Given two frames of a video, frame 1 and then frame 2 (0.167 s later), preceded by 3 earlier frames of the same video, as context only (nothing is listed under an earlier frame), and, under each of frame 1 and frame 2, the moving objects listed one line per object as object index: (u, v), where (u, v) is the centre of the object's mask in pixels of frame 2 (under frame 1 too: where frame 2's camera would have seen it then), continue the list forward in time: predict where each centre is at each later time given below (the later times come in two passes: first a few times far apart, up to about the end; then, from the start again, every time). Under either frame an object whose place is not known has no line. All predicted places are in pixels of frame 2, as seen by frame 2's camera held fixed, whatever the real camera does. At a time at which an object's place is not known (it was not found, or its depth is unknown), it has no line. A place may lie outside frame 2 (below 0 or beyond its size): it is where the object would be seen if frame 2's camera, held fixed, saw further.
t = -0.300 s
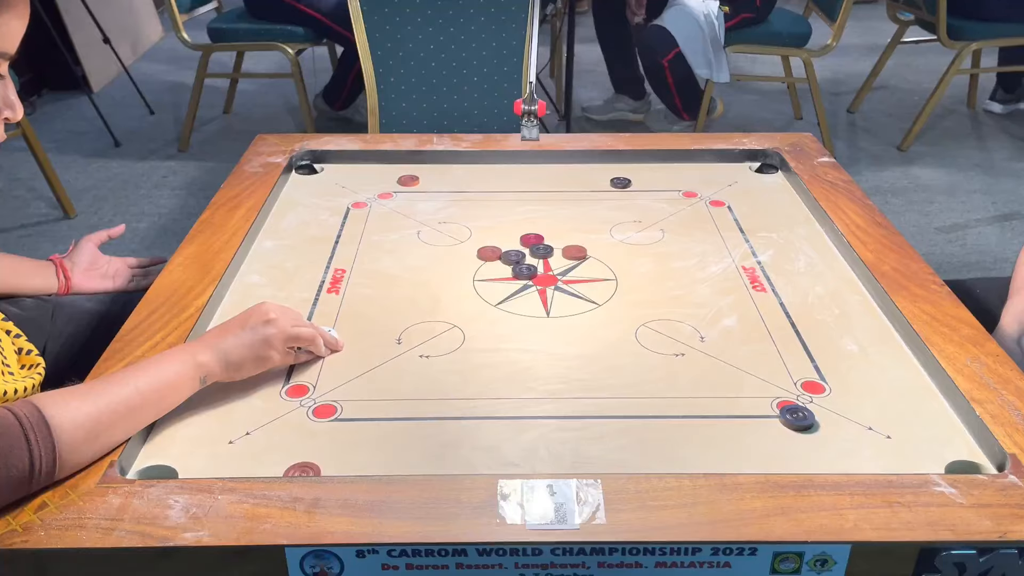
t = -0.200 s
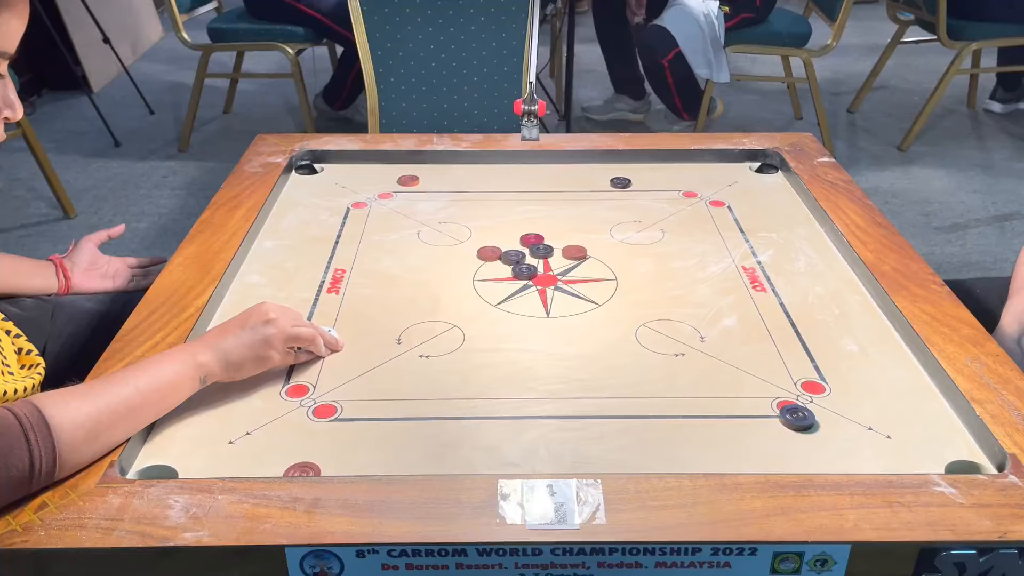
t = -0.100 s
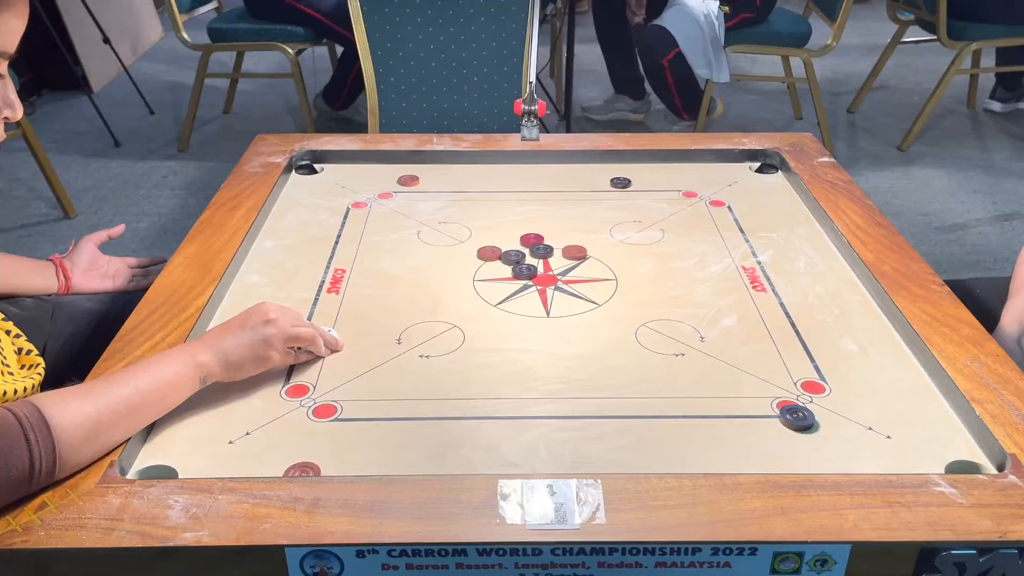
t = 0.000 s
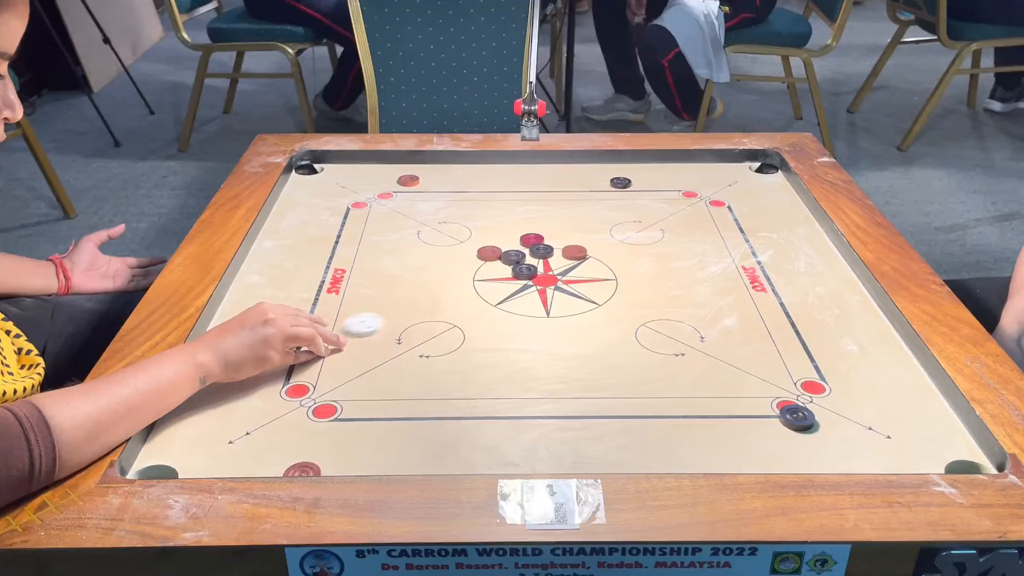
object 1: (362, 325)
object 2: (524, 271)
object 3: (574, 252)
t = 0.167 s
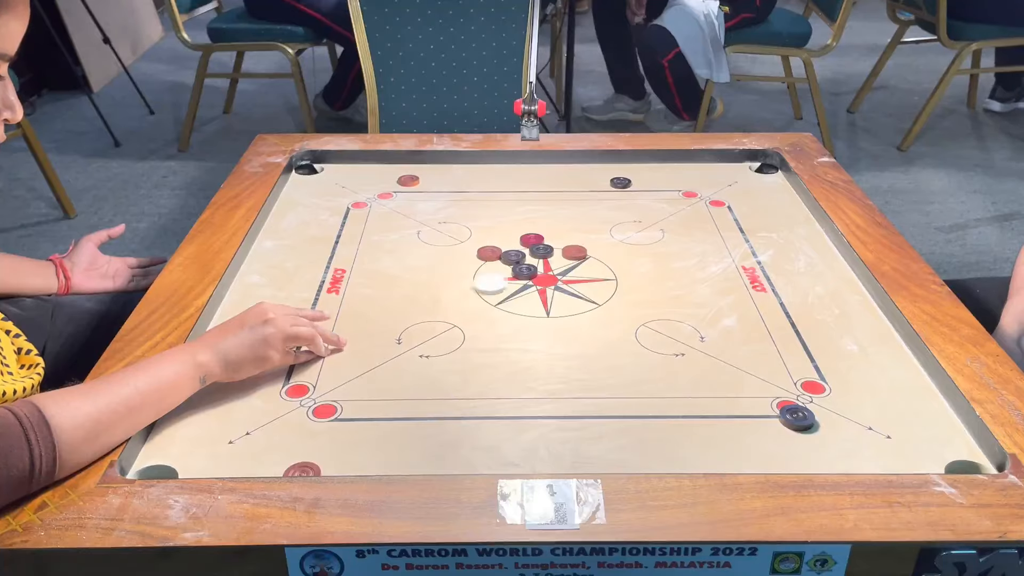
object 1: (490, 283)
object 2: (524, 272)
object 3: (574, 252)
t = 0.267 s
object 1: (527, 273)
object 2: (567, 263)
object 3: (596, 243)
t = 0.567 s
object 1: (585, 256)
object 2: (611, 273)
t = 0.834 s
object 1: (589, 255)
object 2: (612, 273)
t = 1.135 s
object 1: (589, 255)
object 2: (612, 273)
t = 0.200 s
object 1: (507, 279)
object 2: (537, 267)
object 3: (574, 252)
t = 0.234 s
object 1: (518, 276)
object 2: (559, 261)
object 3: (579, 250)
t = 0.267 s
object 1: (527, 273)
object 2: (567, 263)
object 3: (596, 243)
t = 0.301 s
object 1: (536, 270)
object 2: (575, 265)
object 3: (611, 235)
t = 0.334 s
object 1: (545, 267)
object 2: (582, 266)
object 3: (627, 229)
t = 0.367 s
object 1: (553, 265)
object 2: (588, 267)
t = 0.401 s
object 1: (560, 263)
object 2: (594, 269)
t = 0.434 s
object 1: (566, 261)
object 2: (599, 270)
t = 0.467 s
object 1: (572, 260)
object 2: (603, 271)
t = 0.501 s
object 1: (577, 258)
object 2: (607, 272)
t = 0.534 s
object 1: (581, 257)
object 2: (609, 272)
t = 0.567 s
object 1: (585, 256)
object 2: (611, 273)
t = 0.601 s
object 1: (587, 255)
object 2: (612, 273)
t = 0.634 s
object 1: (589, 255)
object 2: (612, 273)
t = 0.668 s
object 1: (589, 255)
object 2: (612, 273)
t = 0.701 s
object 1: (589, 255)
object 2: (612, 273)
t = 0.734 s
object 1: (589, 255)
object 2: (612, 273)
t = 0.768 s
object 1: (589, 255)
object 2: (612, 273)
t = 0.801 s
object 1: (589, 255)
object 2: (612, 273)
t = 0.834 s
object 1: (589, 255)
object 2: (612, 273)
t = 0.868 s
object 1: (589, 255)
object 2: (612, 273)
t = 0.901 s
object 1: (589, 255)
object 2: (612, 273)
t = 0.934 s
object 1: (589, 255)
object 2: (612, 273)
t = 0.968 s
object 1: (589, 255)
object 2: (612, 273)
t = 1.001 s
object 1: (589, 255)
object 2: (612, 273)
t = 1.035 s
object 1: (589, 255)
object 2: (612, 273)
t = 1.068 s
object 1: (589, 255)
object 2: (612, 273)
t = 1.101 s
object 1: (589, 255)
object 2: (612, 273)
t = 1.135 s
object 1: (589, 255)
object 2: (612, 273)
